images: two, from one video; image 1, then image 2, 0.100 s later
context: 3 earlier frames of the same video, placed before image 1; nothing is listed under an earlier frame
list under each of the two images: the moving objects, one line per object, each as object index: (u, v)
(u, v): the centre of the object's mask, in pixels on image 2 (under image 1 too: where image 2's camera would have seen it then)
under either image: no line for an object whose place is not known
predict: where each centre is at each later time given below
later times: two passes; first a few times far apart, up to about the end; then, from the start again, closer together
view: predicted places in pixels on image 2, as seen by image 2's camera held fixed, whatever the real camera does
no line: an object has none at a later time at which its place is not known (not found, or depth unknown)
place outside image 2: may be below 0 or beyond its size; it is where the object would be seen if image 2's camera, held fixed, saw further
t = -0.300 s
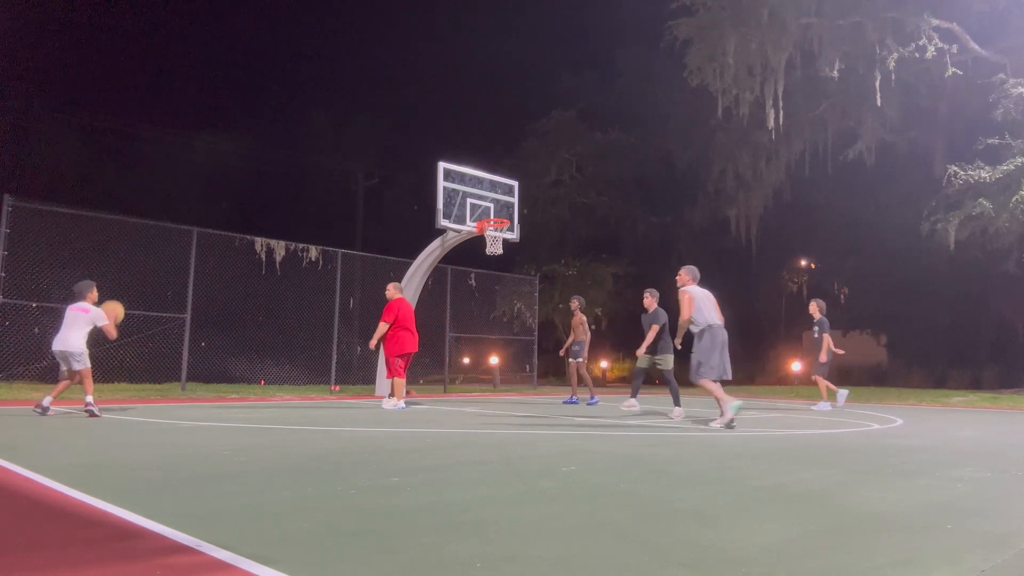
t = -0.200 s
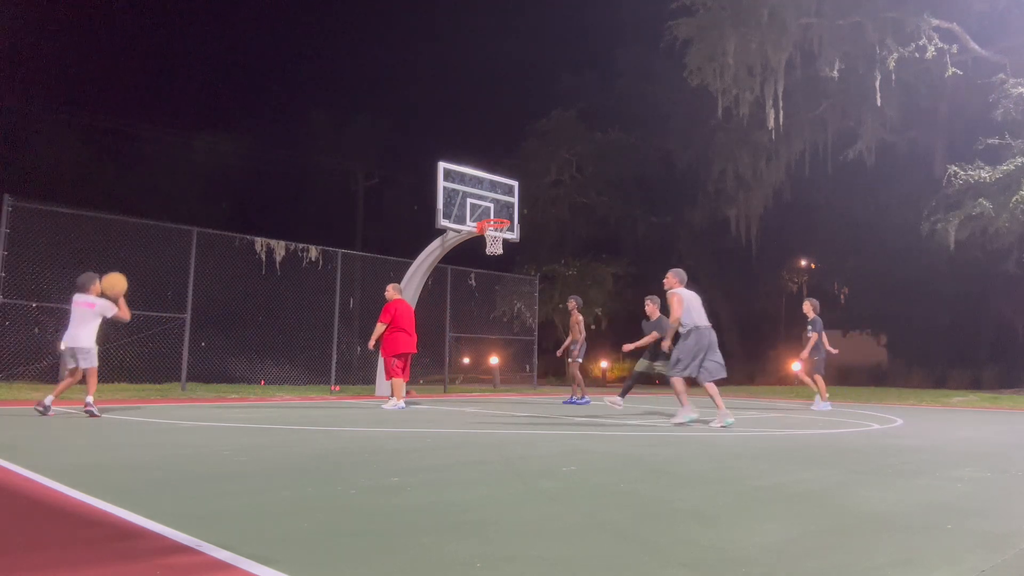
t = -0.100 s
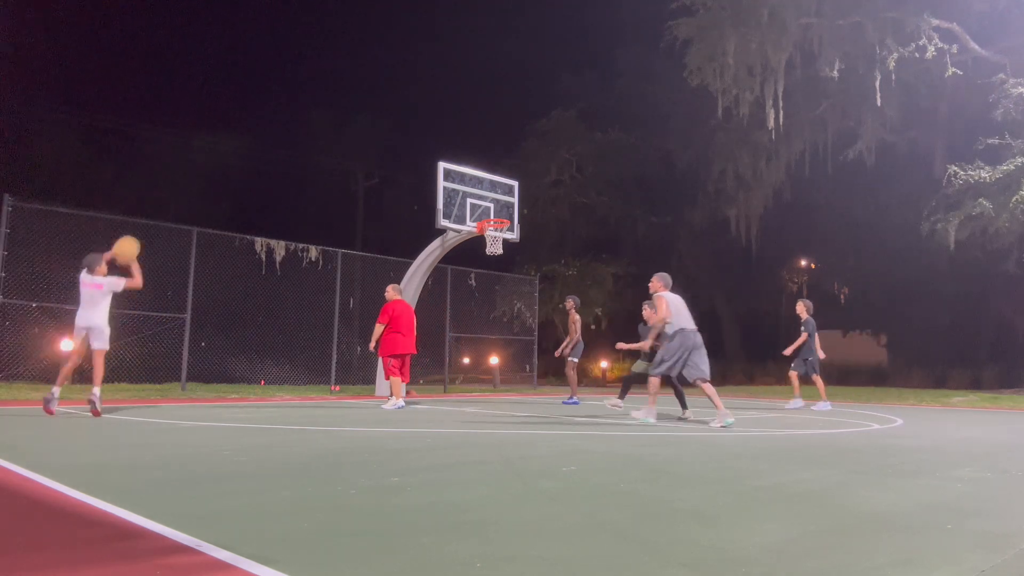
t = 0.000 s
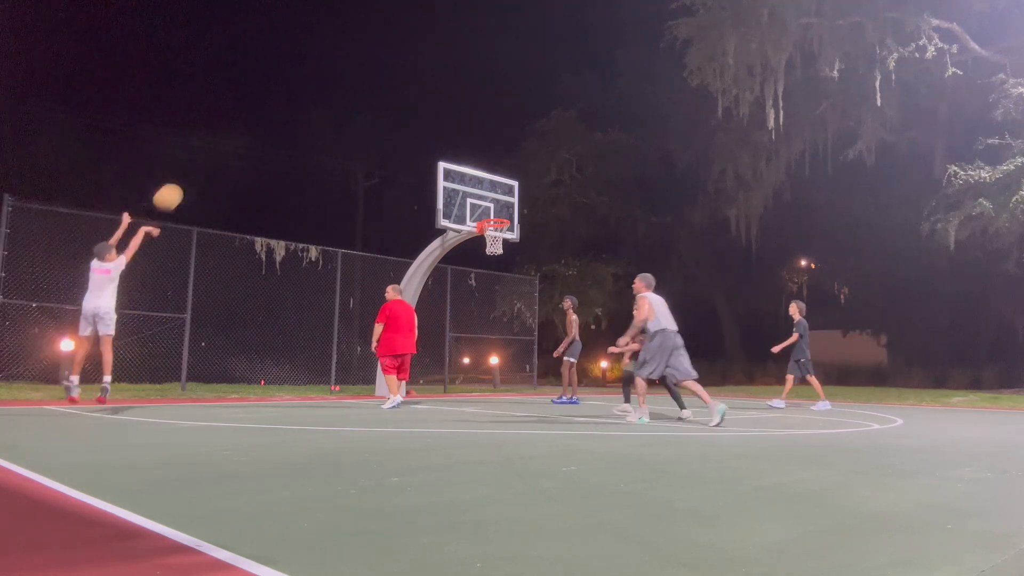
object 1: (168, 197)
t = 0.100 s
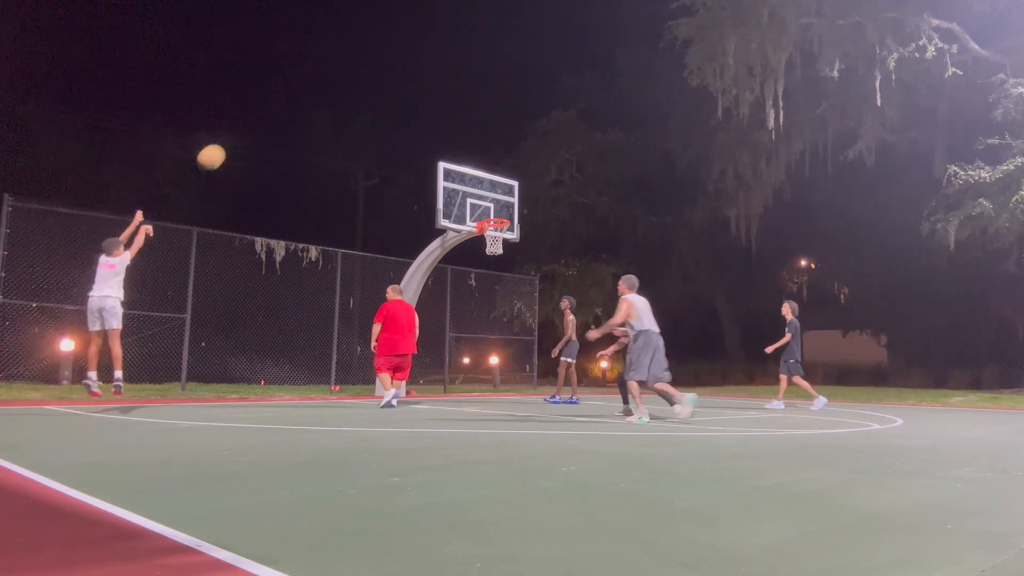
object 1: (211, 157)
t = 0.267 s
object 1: (273, 113)
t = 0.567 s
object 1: (362, 95)
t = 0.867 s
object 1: (431, 134)
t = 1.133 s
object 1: (479, 205)
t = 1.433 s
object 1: (532, 182)
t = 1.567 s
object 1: (555, 178)
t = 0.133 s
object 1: (225, 145)
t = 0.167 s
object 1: (238, 136)
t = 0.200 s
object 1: (250, 127)
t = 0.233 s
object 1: (262, 120)
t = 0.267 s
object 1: (273, 113)
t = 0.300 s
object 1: (284, 108)
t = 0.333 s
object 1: (295, 103)
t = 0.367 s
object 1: (306, 100)
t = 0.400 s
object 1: (316, 97)
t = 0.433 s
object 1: (326, 95)
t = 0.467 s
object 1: (335, 93)
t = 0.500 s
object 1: (345, 93)
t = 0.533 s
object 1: (354, 93)
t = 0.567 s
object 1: (362, 95)
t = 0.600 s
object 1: (371, 96)
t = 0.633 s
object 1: (379, 99)
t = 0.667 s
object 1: (387, 102)
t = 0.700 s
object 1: (395, 106)
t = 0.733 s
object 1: (402, 110)
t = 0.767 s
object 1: (410, 115)
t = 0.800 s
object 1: (417, 121)
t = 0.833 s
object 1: (424, 127)
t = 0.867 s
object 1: (431, 134)
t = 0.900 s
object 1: (437, 141)
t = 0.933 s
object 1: (444, 149)
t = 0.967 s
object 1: (450, 155)
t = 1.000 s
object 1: (457, 164)
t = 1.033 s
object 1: (462, 176)
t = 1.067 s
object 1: (468, 183)
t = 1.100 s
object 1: (474, 193)
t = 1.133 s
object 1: (479, 205)
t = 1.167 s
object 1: (484, 214)
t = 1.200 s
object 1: (491, 212)
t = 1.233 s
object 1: (498, 206)
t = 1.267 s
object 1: (502, 201)
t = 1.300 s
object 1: (509, 194)
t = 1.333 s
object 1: (515, 191)
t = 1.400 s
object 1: (527, 184)
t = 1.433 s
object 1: (532, 182)
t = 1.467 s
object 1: (538, 180)
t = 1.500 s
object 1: (544, 179)
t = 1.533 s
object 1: (549, 178)
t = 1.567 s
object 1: (555, 178)
